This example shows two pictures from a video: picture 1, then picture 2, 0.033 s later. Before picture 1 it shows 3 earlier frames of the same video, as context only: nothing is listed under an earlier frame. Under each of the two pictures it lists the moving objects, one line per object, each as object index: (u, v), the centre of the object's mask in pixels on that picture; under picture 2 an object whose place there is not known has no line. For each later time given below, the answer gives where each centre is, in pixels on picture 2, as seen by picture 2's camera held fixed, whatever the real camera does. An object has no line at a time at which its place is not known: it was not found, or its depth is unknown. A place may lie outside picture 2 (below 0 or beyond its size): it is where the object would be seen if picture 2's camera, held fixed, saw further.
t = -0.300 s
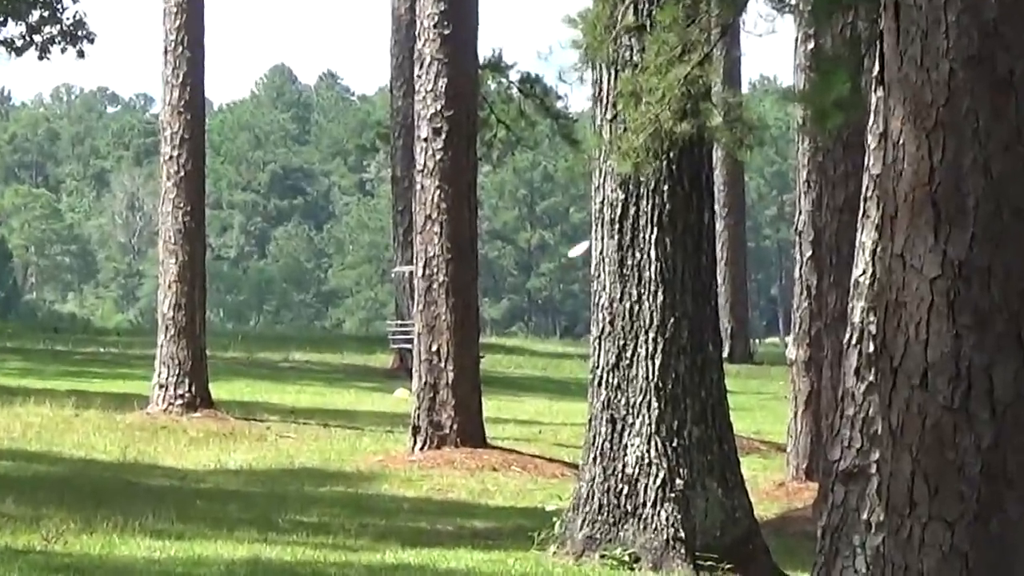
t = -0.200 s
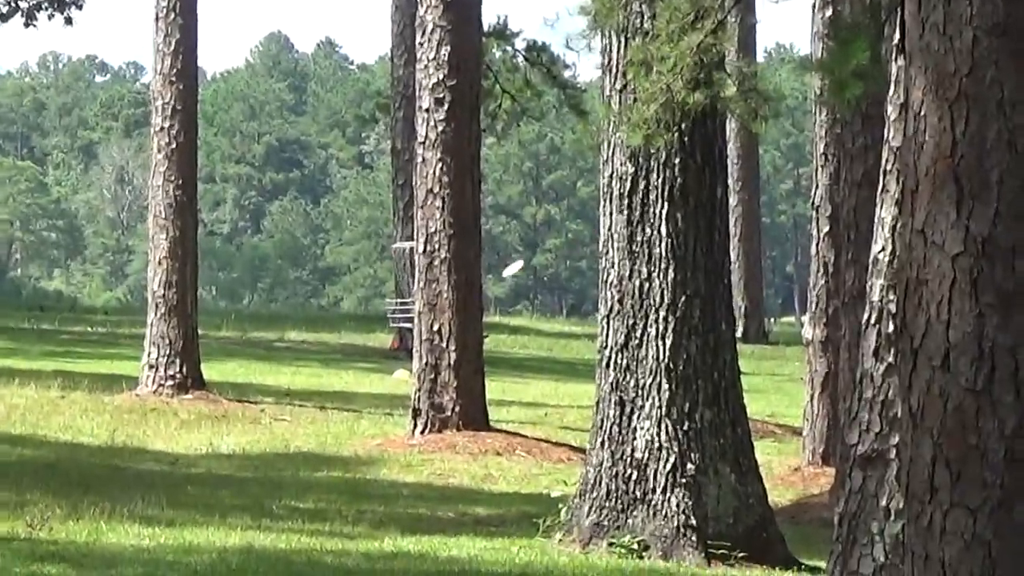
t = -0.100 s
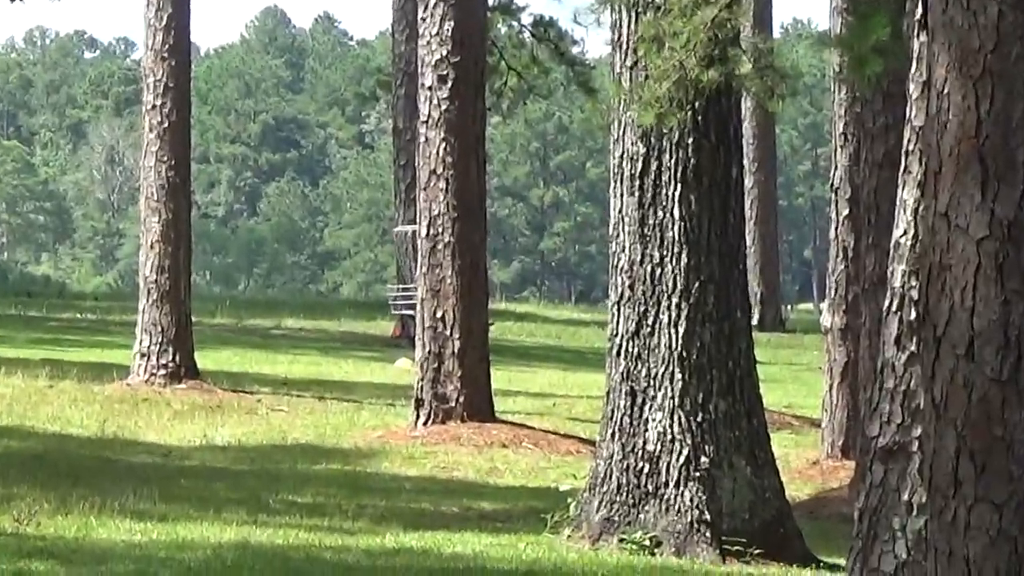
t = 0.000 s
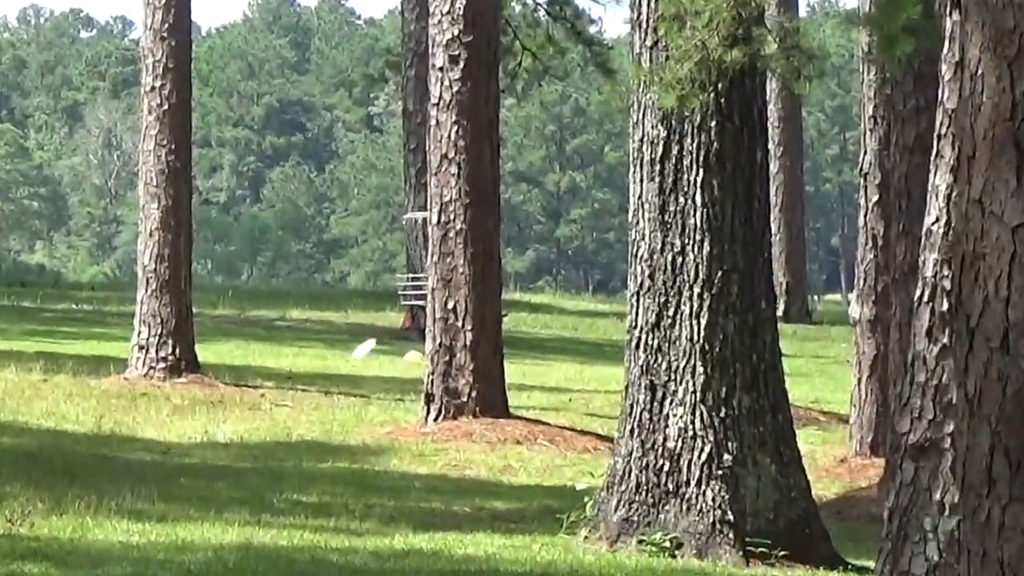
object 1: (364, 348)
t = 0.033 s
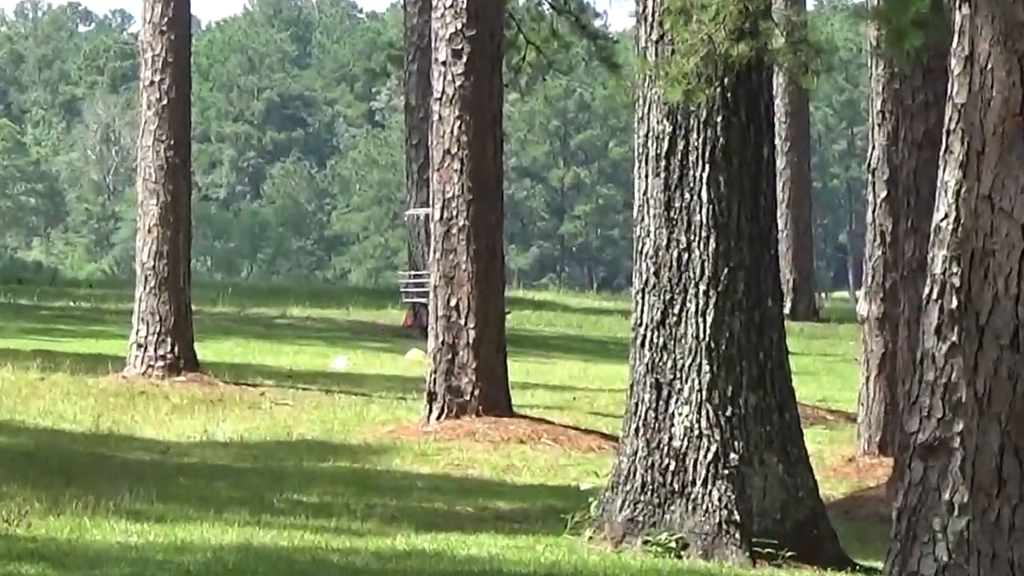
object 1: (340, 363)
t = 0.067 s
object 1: (323, 352)
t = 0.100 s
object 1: (316, 343)
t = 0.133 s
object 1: (307, 344)
